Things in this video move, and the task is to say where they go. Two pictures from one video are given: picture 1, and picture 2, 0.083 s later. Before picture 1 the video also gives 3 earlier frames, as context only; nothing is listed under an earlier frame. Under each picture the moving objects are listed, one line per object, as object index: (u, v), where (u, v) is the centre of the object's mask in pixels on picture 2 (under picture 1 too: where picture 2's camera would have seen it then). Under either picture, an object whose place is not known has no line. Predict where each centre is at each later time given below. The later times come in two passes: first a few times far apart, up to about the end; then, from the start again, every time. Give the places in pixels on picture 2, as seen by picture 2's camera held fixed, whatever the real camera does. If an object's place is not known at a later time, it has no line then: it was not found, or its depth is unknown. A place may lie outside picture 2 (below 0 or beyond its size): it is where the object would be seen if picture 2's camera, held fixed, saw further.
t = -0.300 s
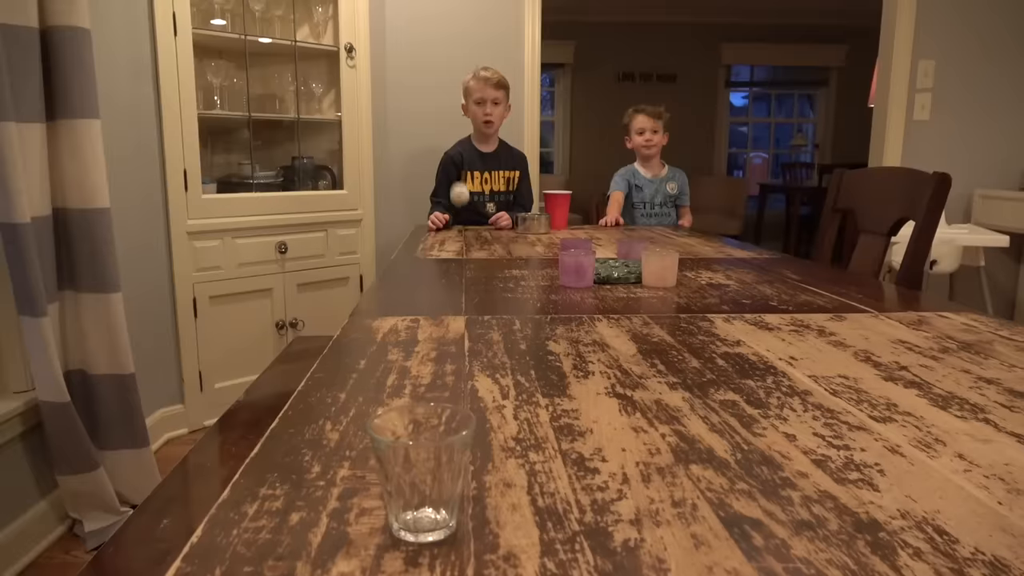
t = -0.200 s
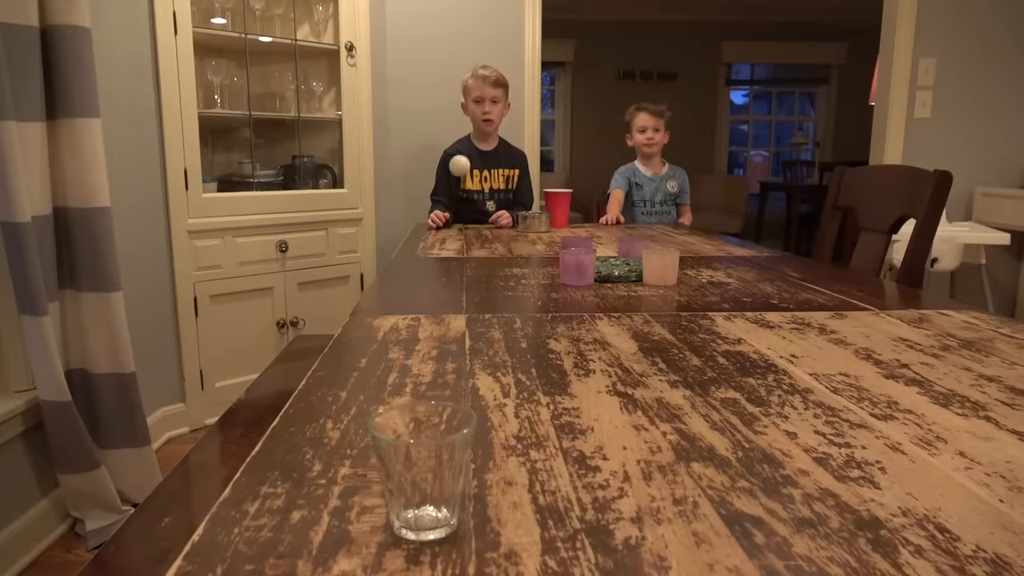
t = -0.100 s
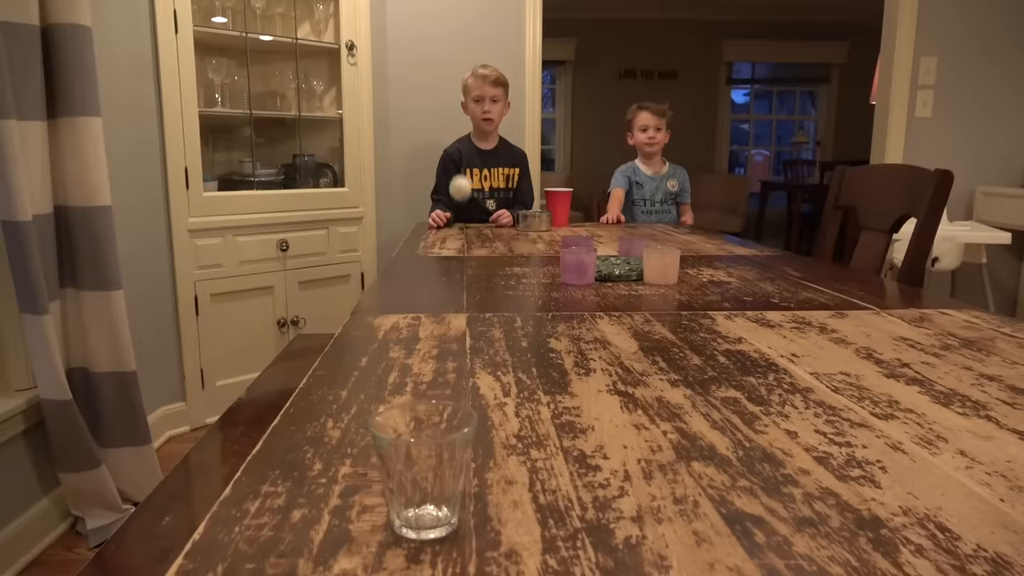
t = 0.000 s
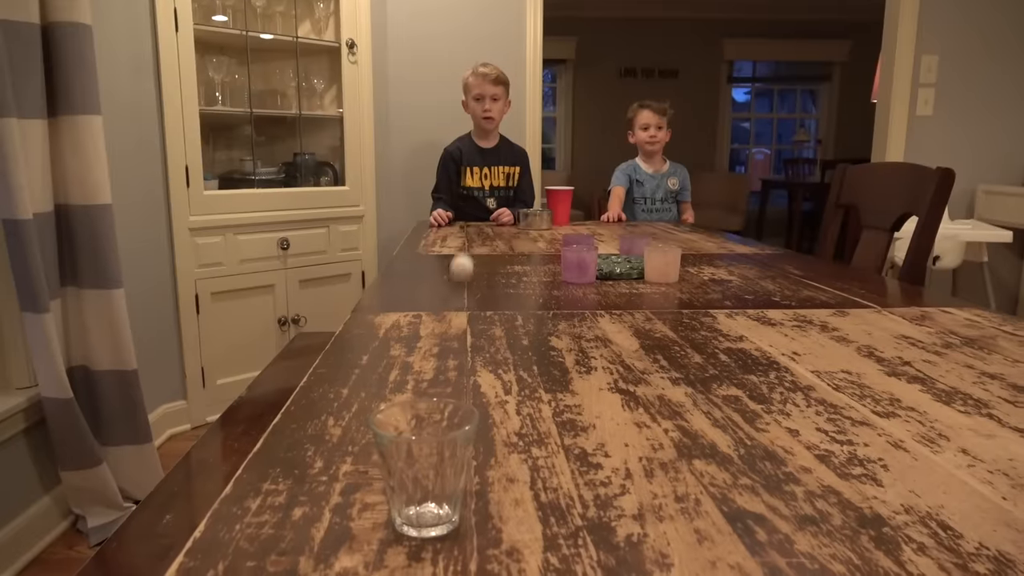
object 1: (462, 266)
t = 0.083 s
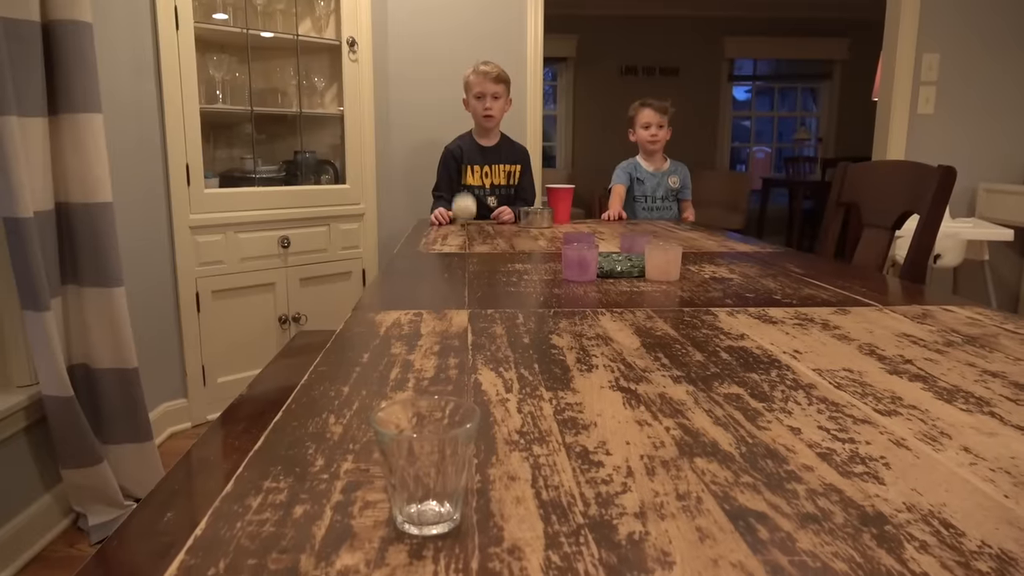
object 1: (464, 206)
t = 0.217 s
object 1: (468, 185)
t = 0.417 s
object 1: (472, 251)
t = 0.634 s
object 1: (467, 265)
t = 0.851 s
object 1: (454, 249)
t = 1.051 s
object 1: (436, 379)
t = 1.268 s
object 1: (451, 325)
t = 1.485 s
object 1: (452, 310)
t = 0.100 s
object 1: (464, 199)
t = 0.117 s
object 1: (465, 193)
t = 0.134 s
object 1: (465, 187)
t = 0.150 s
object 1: (465, 183)
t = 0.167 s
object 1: (466, 180)
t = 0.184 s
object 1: (467, 180)
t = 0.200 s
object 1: (467, 181)
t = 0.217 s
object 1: (468, 185)
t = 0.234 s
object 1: (468, 190)
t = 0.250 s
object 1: (469, 198)
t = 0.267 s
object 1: (470, 206)
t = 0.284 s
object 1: (471, 218)
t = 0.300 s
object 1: (471, 231)
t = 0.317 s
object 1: (472, 250)
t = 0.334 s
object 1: (473, 268)
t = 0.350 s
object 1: (473, 288)
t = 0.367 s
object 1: (474, 292)
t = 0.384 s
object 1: (473, 279)
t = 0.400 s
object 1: (473, 265)
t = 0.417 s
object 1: (472, 251)
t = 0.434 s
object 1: (473, 237)
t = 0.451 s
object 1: (472, 228)
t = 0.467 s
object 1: (471, 218)
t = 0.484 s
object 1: (470, 212)
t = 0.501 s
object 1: (470, 209)
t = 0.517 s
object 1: (469, 206)
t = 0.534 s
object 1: (469, 207)
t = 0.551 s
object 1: (469, 209)
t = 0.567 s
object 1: (469, 213)
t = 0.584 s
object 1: (469, 221)
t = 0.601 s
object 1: (468, 232)
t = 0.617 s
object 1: (467, 248)
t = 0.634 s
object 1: (467, 265)
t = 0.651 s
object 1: (467, 283)
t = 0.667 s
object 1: (467, 301)
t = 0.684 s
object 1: (467, 330)
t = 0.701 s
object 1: (465, 348)
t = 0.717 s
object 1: (465, 326)
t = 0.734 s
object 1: (464, 307)
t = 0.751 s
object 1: (462, 293)
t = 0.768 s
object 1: (461, 278)
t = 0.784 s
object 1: (459, 267)
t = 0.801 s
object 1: (458, 259)
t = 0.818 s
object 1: (457, 252)
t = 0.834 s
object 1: (455, 249)
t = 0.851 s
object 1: (454, 249)
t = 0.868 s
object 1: (453, 251)
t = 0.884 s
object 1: (451, 257)
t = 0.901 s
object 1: (450, 267)
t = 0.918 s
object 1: (448, 281)
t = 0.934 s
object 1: (448, 298)
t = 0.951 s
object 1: (446, 320)
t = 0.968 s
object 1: (446, 347)
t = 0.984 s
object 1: (444, 373)
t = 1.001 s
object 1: (439, 408)
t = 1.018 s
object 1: (438, 414)
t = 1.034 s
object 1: (436, 402)
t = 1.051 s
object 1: (436, 379)
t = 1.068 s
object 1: (438, 366)
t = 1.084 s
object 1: (440, 354)
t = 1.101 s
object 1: (441, 346)
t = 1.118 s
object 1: (443, 345)
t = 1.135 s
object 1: (444, 345)
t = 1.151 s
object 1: (445, 347)
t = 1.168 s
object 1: (447, 352)
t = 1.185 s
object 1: (449, 361)
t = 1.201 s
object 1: (450, 372)
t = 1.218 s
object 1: (450, 367)
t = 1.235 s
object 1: (451, 353)
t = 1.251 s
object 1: (452, 337)
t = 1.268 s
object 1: (451, 325)
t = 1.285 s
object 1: (452, 318)
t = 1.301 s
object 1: (452, 313)
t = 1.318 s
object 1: (452, 310)
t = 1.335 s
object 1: (452, 312)
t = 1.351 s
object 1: (453, 313)
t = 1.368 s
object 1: (454, 318)
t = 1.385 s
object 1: (455, 325)
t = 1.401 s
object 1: (455, 336)
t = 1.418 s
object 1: (455, 348)
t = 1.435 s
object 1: (454, 334)
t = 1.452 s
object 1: (453, 322)
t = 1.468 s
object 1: (453, 314)
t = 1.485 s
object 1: (452, 310)
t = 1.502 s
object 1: (451, 308)
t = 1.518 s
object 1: (451, 308)
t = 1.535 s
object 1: (451, 308)
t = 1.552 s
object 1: (451, 310)
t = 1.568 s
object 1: (450, 313)
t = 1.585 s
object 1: (449, 319)
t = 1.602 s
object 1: (449, 330)
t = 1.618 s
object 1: (449, 331)
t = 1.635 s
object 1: (448, 321)
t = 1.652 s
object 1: (448, 316)
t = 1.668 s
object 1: (447, 305)
